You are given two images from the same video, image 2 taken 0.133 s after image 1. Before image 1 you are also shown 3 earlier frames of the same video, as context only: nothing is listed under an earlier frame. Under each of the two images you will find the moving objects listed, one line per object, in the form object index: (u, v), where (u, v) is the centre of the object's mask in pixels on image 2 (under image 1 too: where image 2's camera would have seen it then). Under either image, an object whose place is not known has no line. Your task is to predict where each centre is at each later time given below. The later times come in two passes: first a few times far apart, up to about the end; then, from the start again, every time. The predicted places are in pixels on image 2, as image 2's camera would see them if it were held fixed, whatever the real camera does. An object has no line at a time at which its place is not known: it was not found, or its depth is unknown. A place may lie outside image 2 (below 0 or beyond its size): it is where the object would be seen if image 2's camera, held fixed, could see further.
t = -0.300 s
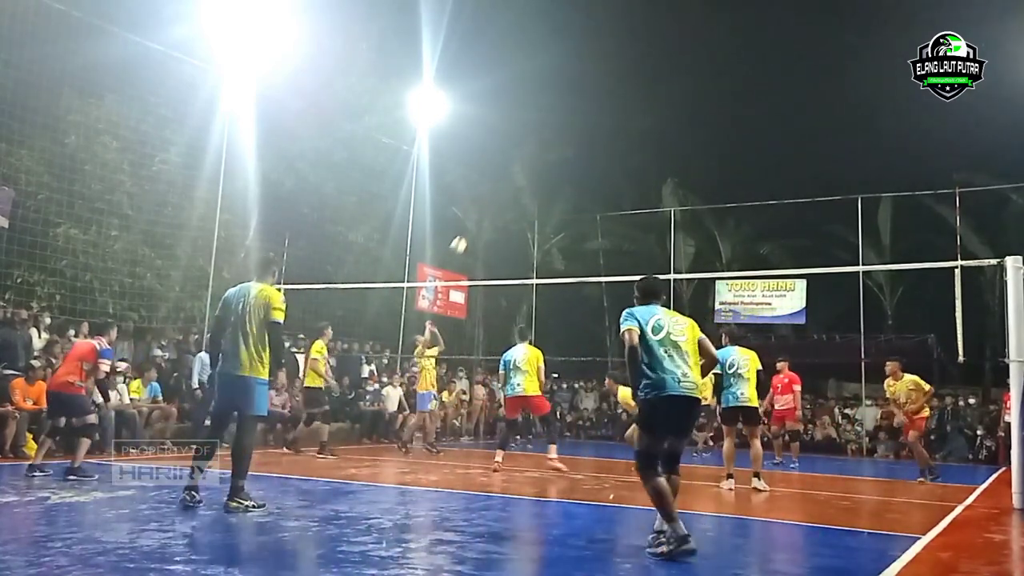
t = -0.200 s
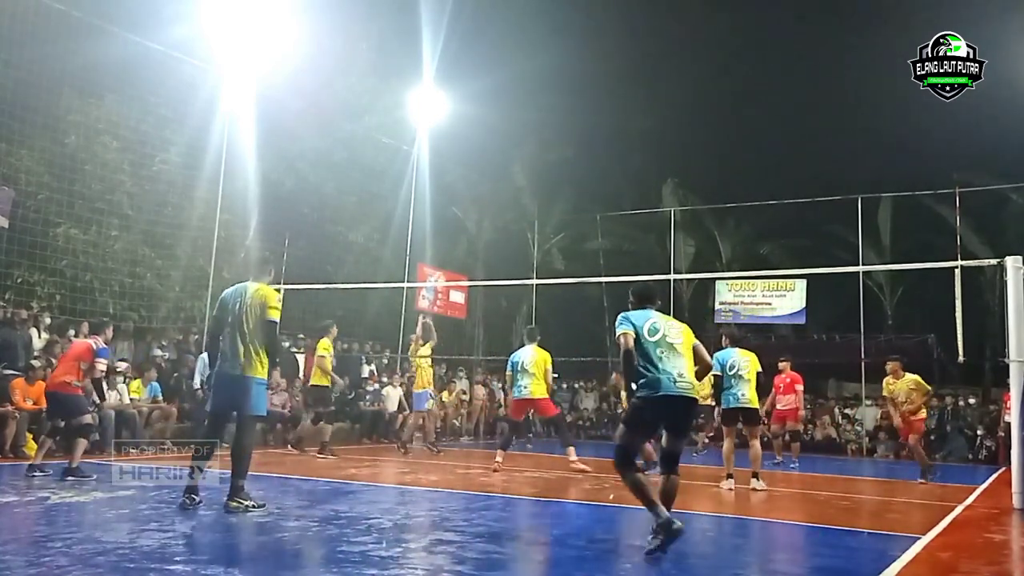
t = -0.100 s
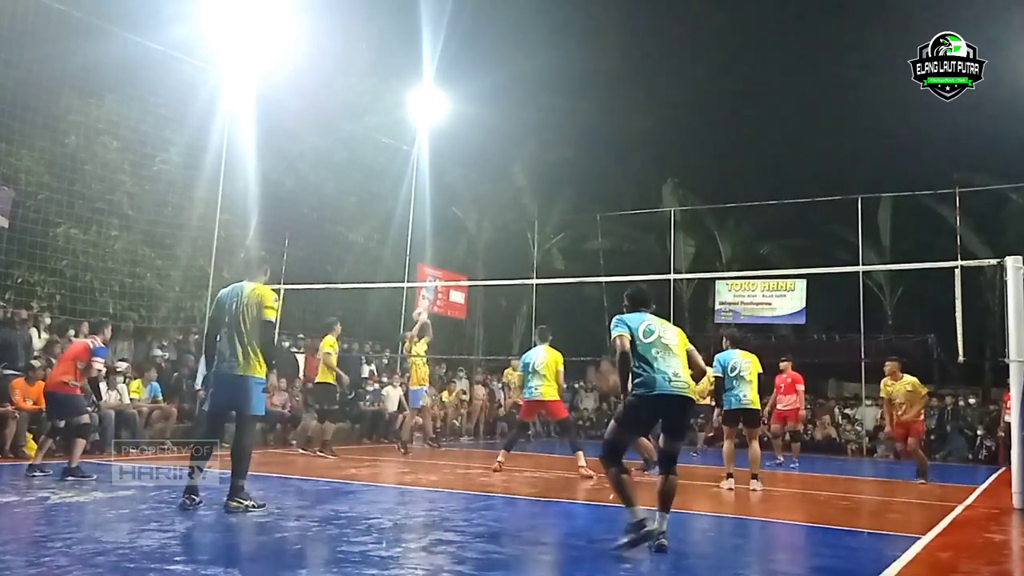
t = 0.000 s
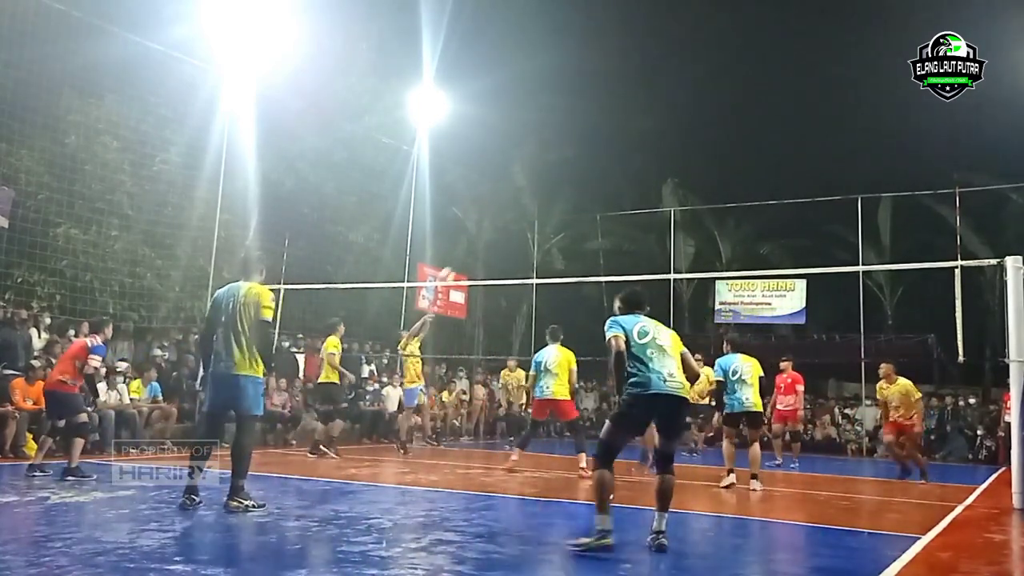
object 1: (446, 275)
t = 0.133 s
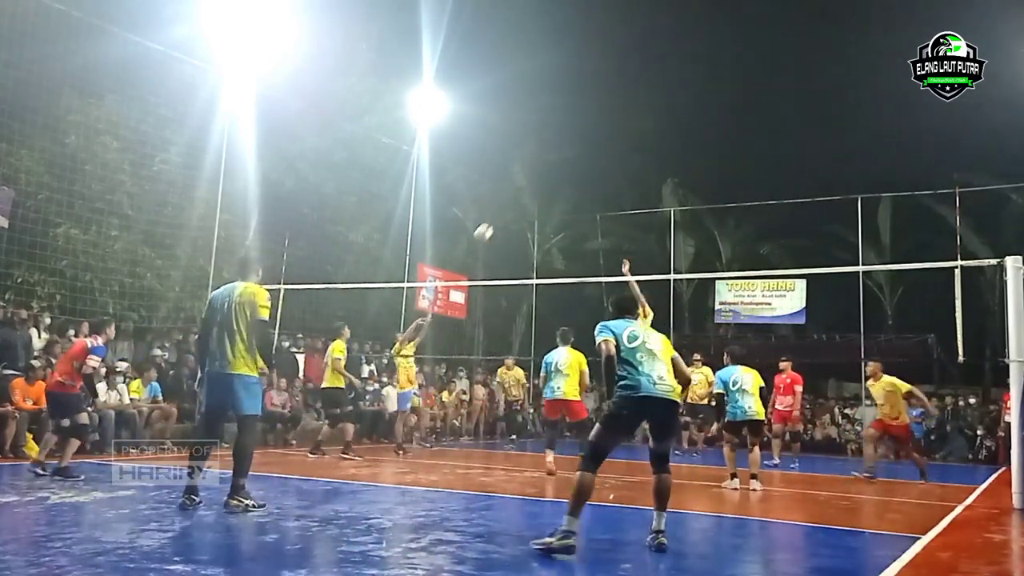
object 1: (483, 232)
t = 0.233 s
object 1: (512, 206)
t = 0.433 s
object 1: (570, 172)
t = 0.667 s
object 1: (640, 166)
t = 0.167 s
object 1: (493, 222)
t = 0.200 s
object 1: (502, 214)
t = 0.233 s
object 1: (512, 206)
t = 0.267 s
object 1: (521, 198)
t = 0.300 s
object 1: (531, 192)
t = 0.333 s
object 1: (540, 186)
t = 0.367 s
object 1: (550, 181)
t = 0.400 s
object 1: (559, 176)
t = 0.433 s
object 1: (570, 172)
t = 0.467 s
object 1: (579, 169)
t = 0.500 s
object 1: (589, 167)
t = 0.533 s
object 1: (599, 165)
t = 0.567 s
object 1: (609, 164)
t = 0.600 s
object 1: (619, 164)
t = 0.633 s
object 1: (630, 165)
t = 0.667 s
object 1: (640, 166)
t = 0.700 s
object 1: (651, 169)
